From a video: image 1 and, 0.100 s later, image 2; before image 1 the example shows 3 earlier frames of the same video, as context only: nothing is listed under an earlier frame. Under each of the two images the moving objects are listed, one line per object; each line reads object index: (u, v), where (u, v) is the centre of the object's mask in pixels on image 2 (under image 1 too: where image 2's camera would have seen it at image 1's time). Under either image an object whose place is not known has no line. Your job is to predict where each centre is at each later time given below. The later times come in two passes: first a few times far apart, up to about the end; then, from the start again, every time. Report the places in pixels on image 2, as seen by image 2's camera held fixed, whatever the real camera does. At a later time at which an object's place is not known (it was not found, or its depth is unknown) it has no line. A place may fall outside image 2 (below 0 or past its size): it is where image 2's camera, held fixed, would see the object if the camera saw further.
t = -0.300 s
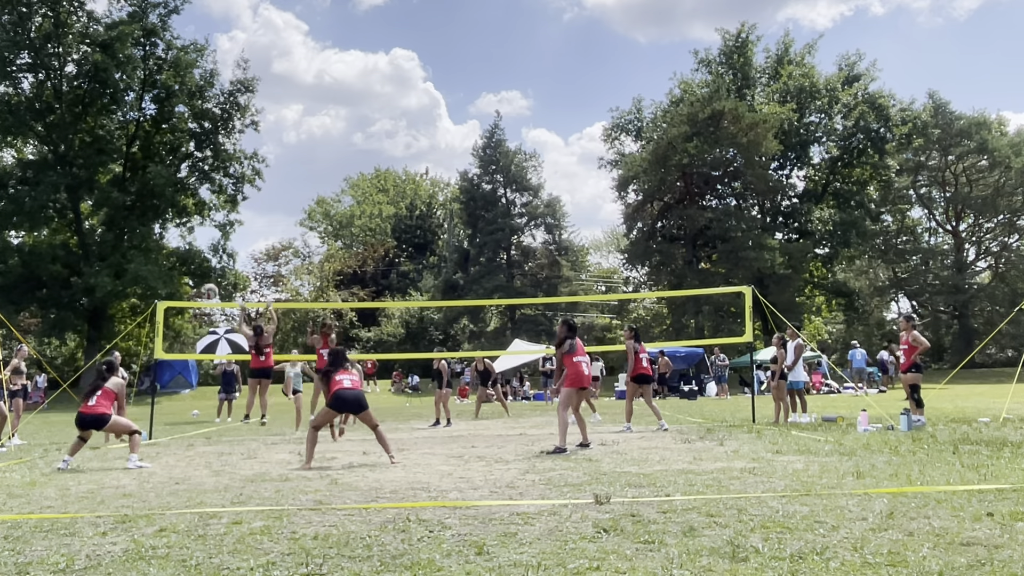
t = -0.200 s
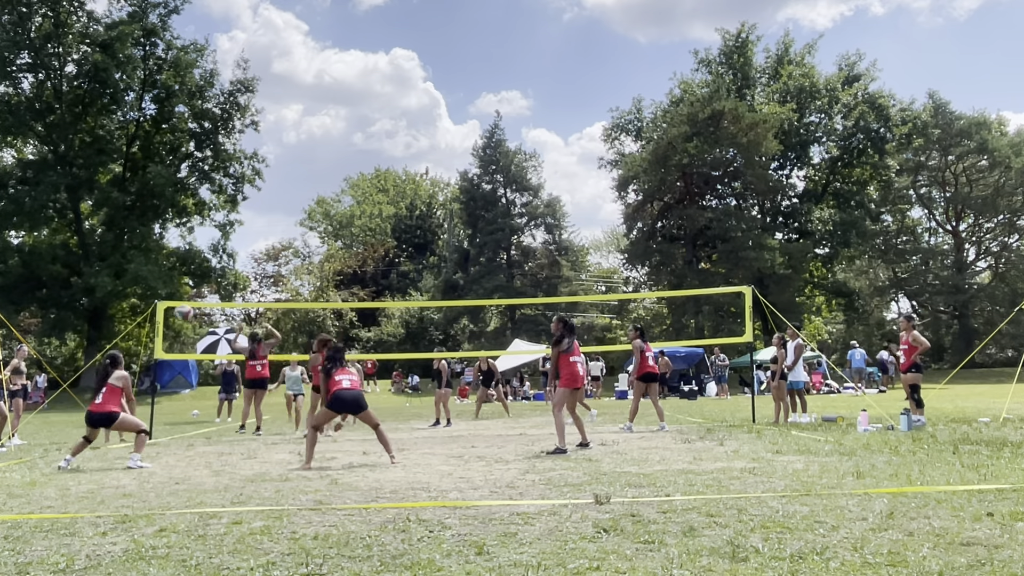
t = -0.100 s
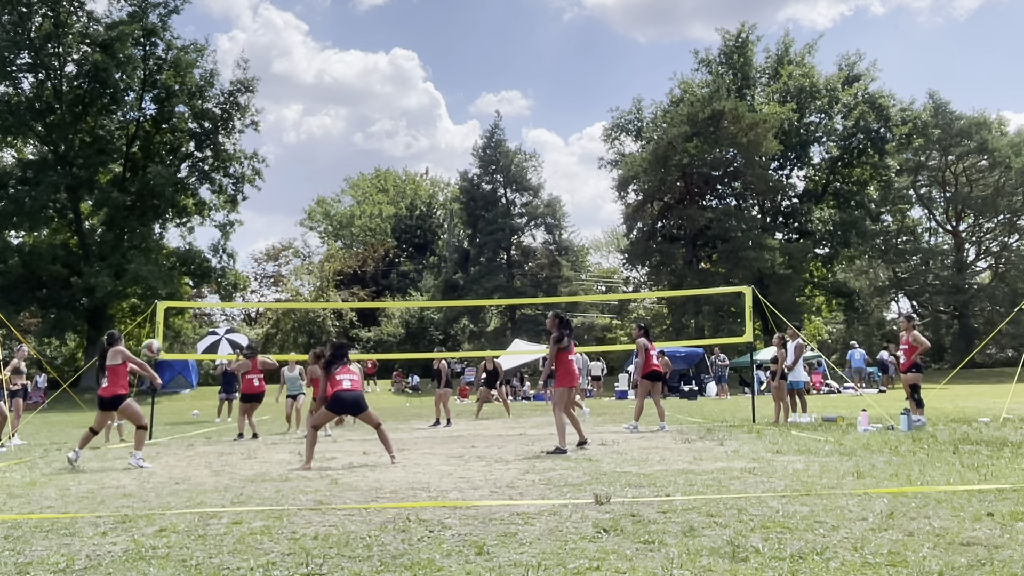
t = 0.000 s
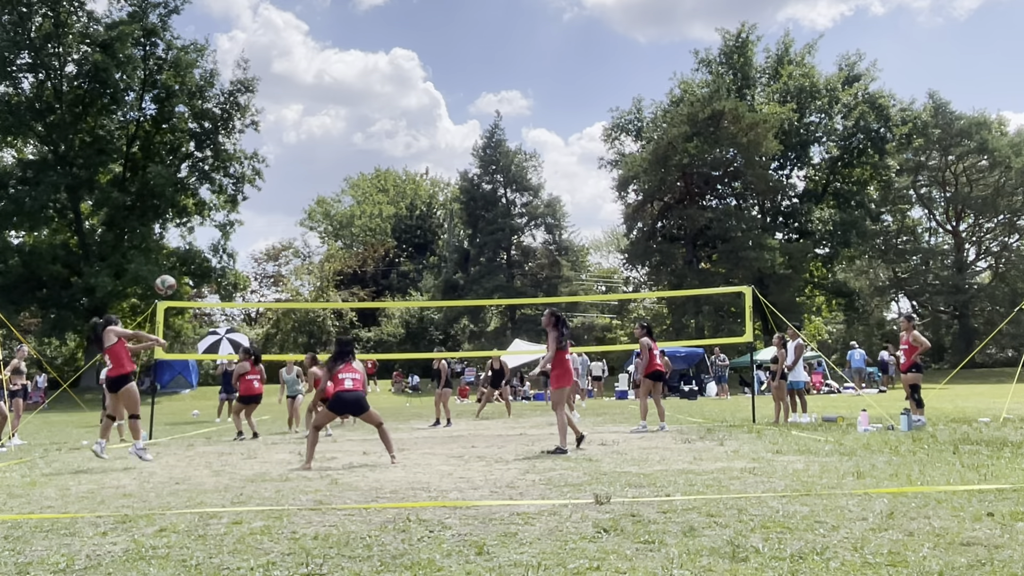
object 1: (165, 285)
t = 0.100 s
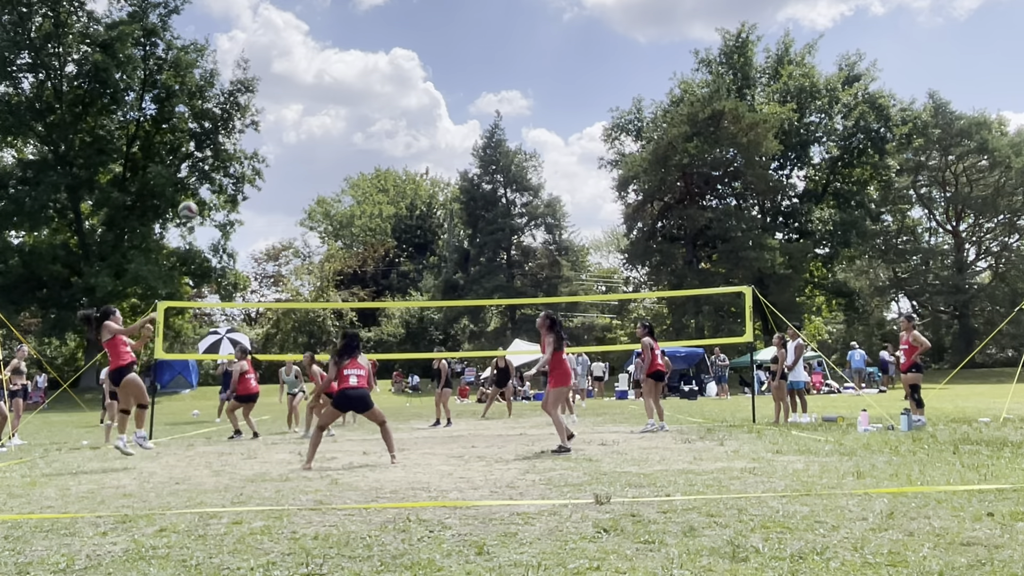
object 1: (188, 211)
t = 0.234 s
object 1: (216, 132)
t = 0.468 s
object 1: (260, 41)
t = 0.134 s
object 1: (195, 189)
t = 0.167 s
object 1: (202, 169)
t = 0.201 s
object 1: (209, 151)
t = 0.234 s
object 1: (216, 132)
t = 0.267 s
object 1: (222, 116)
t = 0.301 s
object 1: (230, 100)
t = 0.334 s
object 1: (236, 86)
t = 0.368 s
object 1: (241, 74)
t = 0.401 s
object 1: (247, 61)
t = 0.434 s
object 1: (253, 50)
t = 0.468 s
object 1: (260, 41)
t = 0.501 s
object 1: (266, 32)
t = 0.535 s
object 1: (272, 24)
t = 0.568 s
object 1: (277, 17)
